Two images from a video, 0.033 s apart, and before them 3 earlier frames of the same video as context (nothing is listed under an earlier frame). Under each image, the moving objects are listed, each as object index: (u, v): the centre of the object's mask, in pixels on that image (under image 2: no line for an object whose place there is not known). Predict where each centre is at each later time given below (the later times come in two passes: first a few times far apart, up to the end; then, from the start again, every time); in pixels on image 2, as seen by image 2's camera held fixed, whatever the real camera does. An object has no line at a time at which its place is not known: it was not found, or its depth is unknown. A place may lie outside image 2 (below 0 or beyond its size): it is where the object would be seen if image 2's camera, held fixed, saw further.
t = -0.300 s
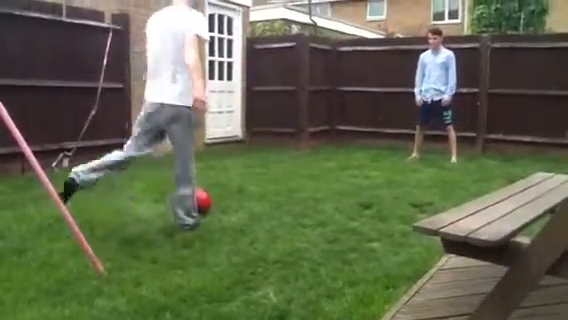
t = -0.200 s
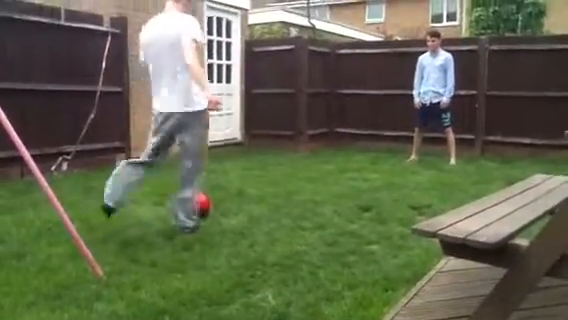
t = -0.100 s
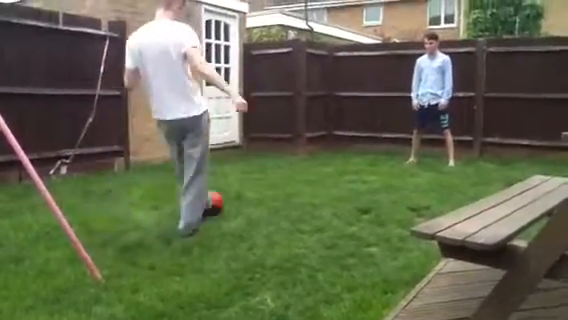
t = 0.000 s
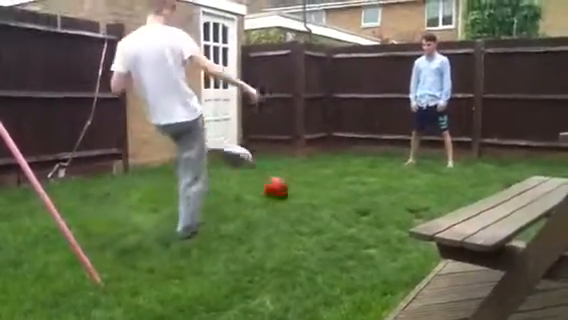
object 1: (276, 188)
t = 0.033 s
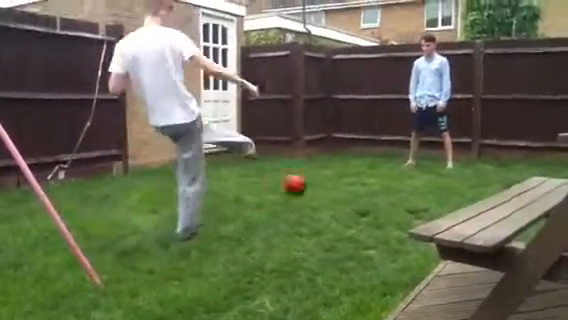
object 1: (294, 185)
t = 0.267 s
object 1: (369, 170)
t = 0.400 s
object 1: (394, 164)
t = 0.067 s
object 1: (310, 182)
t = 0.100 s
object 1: (324, 180)
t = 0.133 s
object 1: (336, 179)
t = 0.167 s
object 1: (346, 177)
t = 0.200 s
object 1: (354, 174)
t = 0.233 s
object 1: (362, 171)
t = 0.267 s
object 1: (369, 170)
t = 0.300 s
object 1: (376, 168)
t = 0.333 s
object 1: (381, 166)
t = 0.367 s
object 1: (387, 166)
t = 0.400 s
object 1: (394, 164)
